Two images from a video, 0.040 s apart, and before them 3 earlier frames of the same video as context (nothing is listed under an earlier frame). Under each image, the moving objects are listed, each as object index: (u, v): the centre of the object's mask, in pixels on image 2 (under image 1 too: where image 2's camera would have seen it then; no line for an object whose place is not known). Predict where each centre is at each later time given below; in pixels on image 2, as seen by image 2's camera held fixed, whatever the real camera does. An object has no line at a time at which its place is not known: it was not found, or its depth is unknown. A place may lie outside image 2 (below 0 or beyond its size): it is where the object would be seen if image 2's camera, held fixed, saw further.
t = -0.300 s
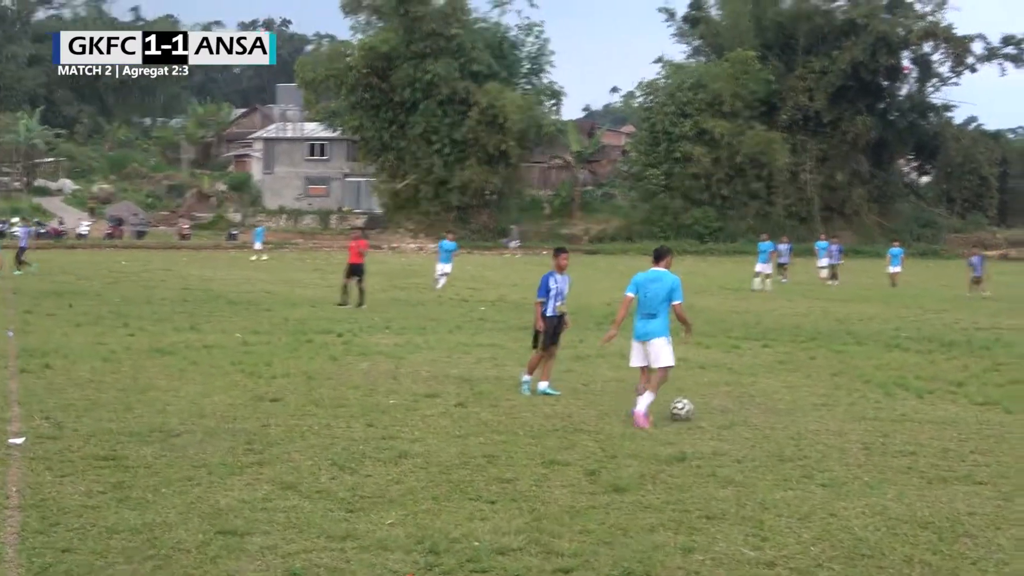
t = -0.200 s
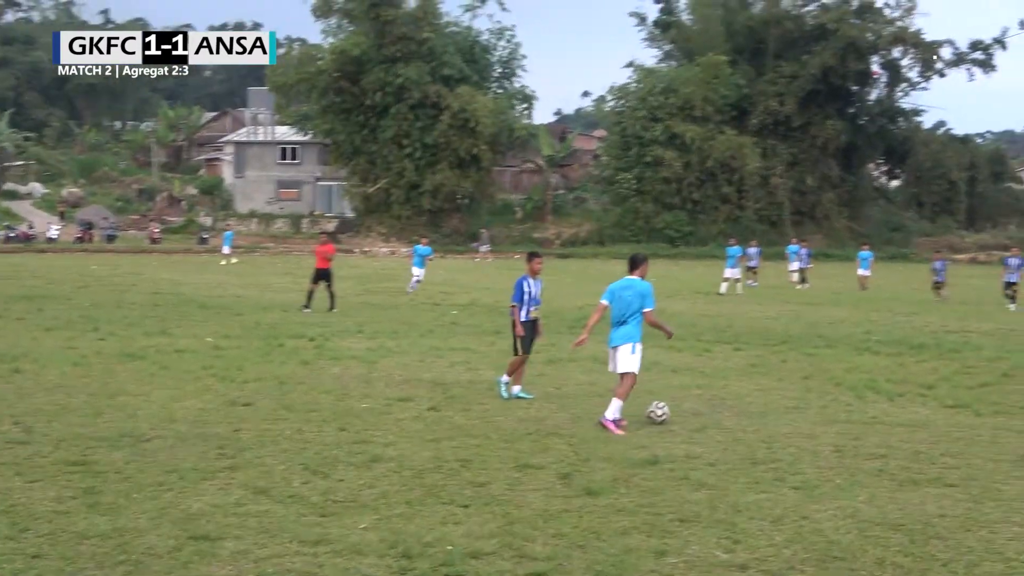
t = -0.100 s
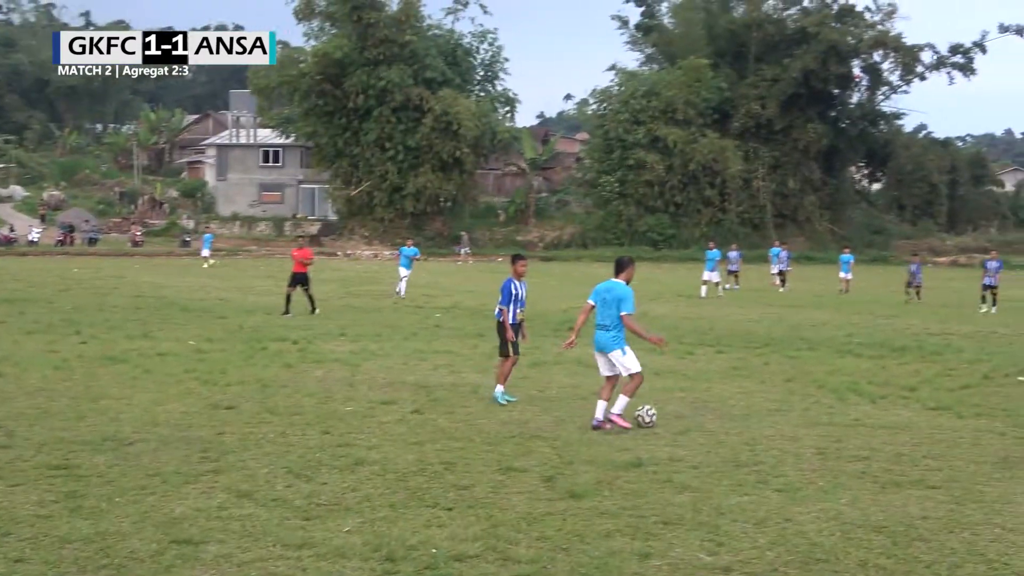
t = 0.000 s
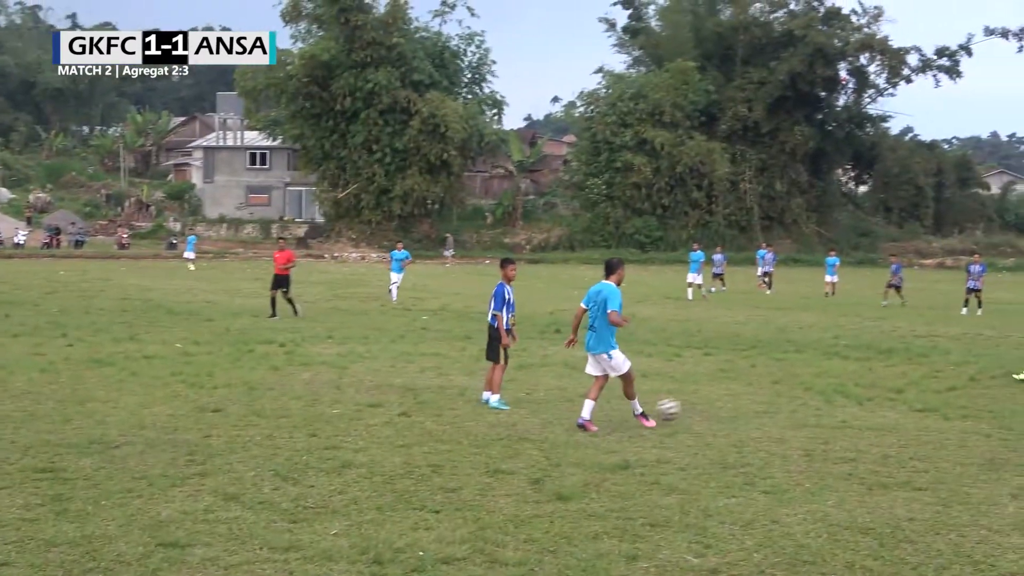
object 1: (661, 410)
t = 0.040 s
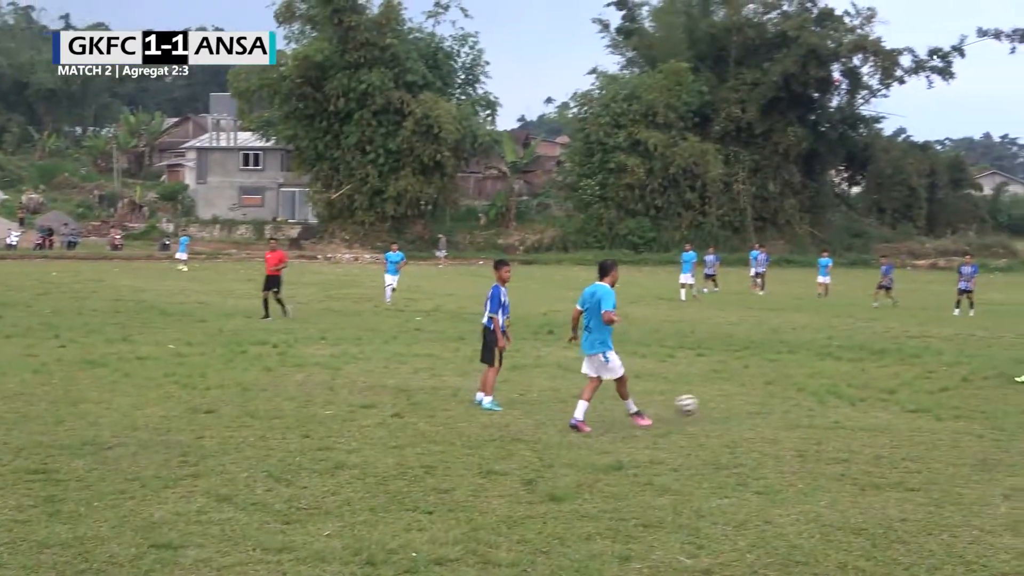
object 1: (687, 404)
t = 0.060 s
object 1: (698, 402)
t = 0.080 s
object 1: (711, 401)
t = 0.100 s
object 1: (721, 400)
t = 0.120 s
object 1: (732, 399)
